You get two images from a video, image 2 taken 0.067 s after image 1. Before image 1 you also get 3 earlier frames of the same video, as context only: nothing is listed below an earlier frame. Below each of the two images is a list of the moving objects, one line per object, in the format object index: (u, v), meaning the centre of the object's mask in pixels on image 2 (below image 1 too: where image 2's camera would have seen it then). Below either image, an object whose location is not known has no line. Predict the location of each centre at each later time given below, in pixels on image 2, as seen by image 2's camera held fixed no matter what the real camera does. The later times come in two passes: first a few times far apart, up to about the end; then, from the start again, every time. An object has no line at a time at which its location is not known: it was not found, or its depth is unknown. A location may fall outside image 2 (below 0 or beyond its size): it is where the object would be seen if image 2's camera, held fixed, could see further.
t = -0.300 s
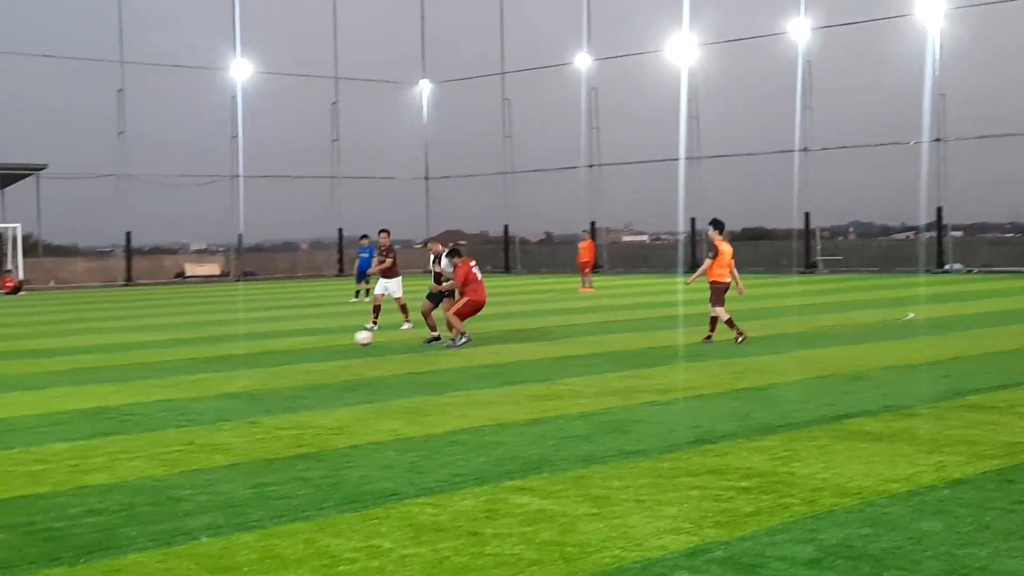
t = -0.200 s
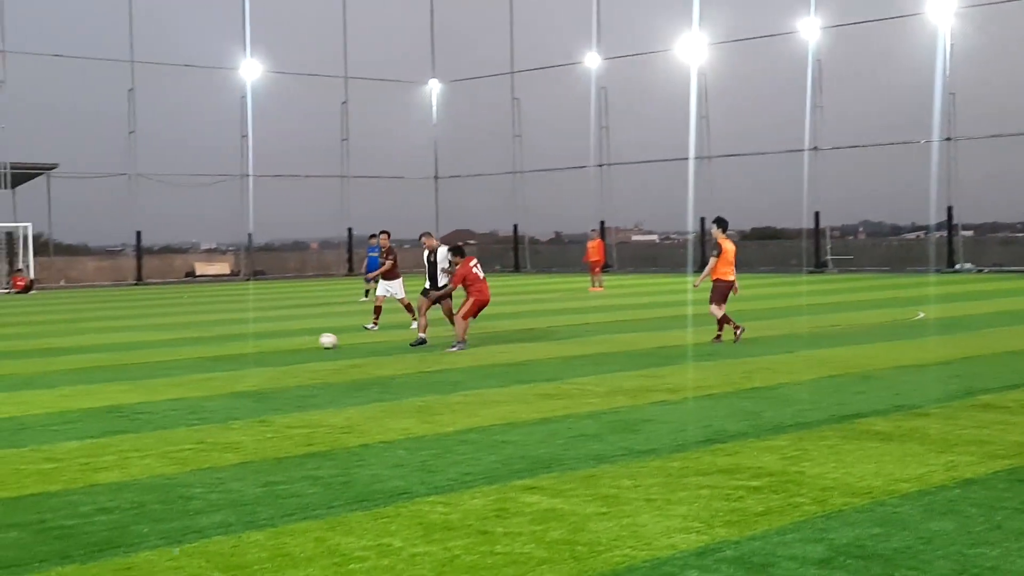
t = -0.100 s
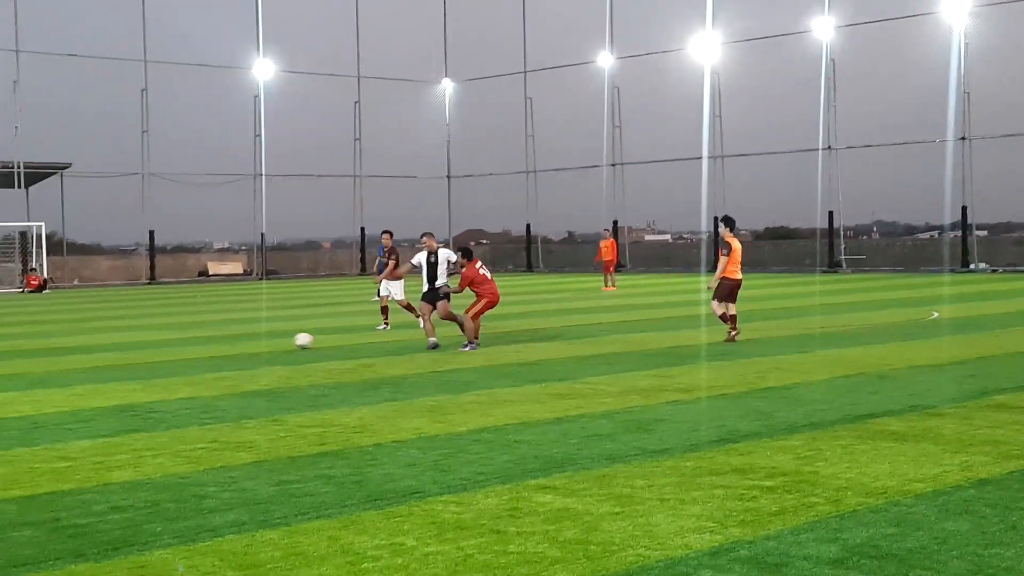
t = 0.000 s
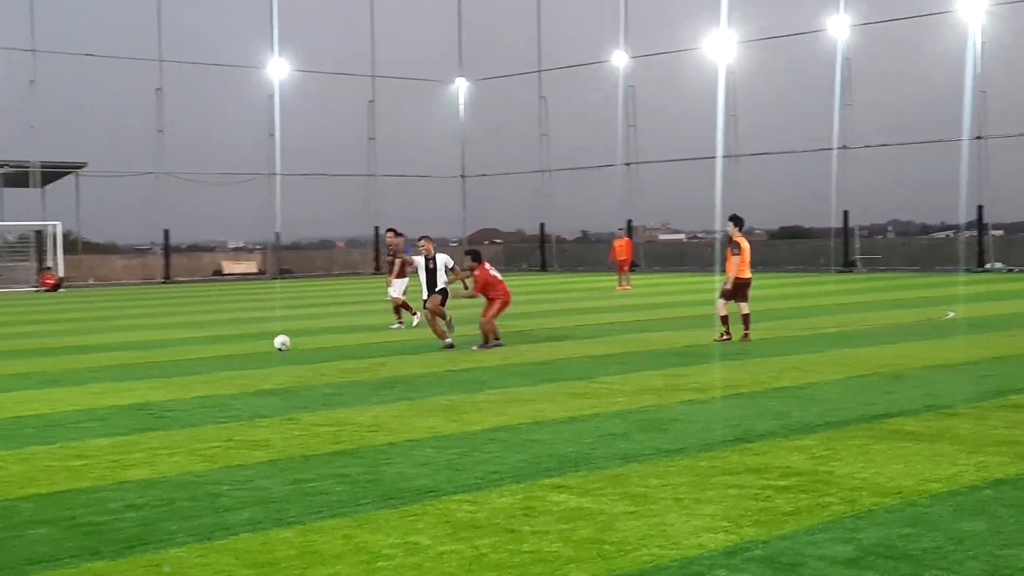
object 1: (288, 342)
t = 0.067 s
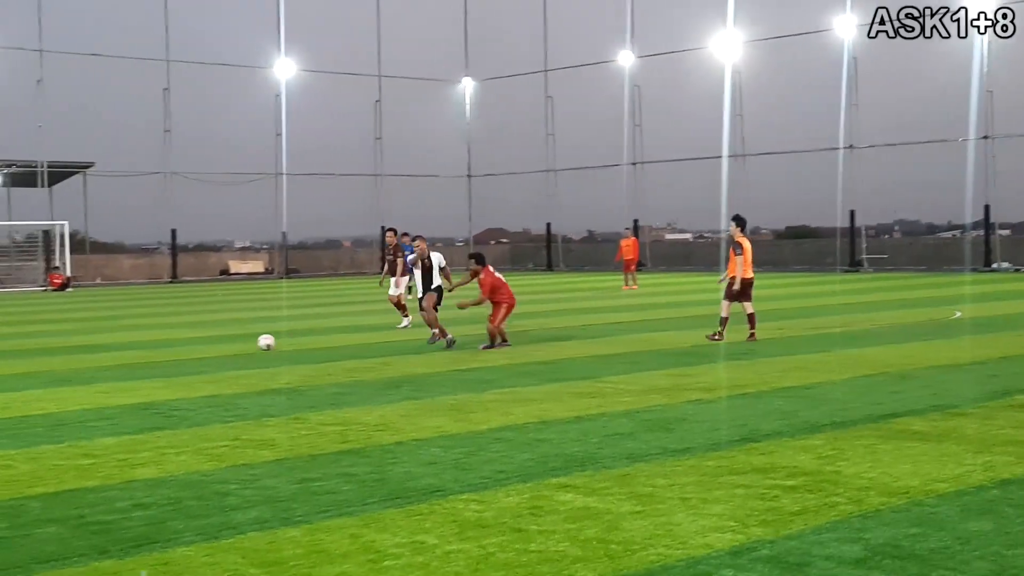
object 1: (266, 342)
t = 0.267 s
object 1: (200, 345)
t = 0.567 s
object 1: (99, 350)
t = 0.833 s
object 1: (11, 354)
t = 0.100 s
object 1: (256, 343)
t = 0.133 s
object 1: (244, 344)
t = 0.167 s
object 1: (233, 344)
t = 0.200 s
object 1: (221, 344)
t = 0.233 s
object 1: (210, 345)
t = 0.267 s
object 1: (200, 345)
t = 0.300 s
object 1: (188, 346)
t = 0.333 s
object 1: (177, 347)
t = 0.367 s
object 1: (166, 347)
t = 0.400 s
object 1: (155, 348)
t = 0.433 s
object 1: (143, 348)
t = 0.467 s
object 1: (132, 349)
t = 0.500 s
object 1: (121, 349)
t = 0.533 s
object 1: (111, 350)
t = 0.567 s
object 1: (99, 350)
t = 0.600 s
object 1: (88, 351)
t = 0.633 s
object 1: (76, 351)
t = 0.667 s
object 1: (65, 352)
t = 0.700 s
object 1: (55, 352)
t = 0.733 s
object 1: (43, 353)
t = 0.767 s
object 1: (32, 353)
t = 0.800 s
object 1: (21, 354)
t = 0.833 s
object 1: (11, 354)
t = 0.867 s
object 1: (0, 355)
